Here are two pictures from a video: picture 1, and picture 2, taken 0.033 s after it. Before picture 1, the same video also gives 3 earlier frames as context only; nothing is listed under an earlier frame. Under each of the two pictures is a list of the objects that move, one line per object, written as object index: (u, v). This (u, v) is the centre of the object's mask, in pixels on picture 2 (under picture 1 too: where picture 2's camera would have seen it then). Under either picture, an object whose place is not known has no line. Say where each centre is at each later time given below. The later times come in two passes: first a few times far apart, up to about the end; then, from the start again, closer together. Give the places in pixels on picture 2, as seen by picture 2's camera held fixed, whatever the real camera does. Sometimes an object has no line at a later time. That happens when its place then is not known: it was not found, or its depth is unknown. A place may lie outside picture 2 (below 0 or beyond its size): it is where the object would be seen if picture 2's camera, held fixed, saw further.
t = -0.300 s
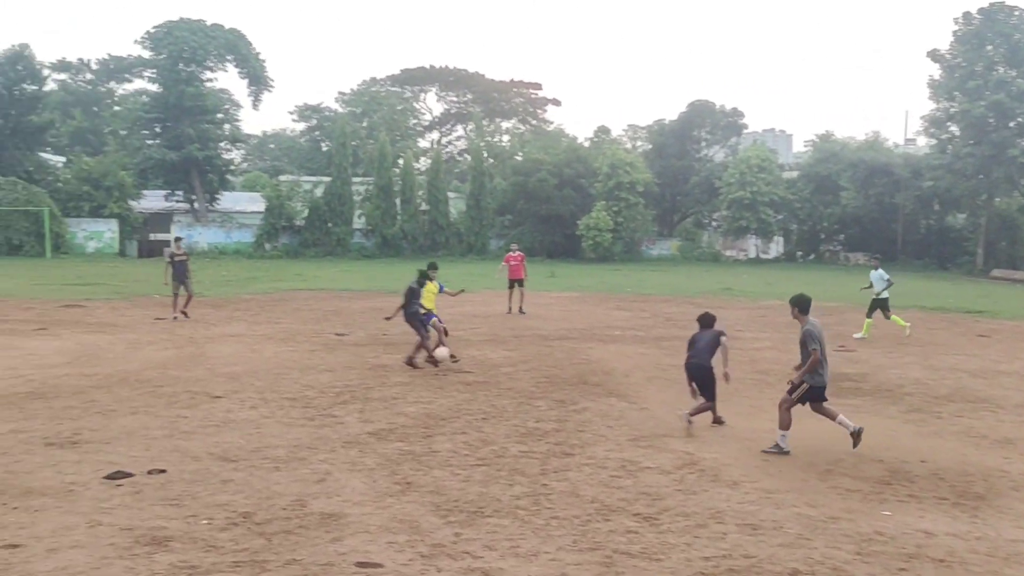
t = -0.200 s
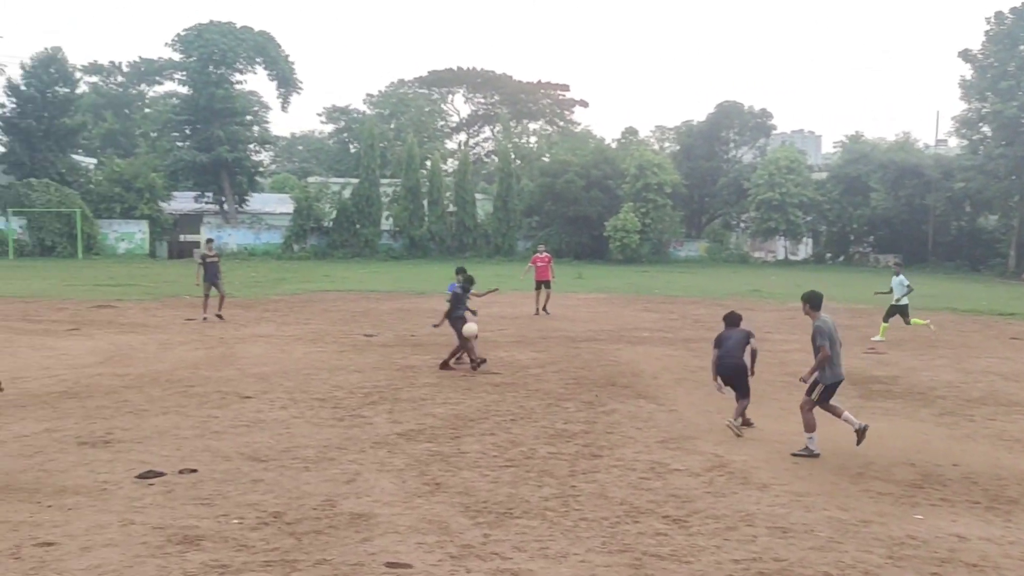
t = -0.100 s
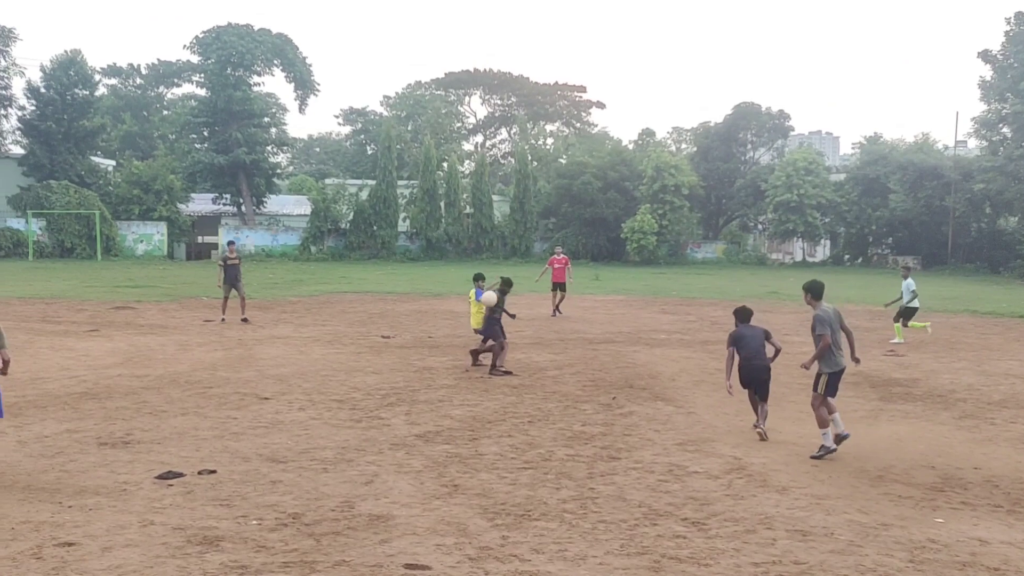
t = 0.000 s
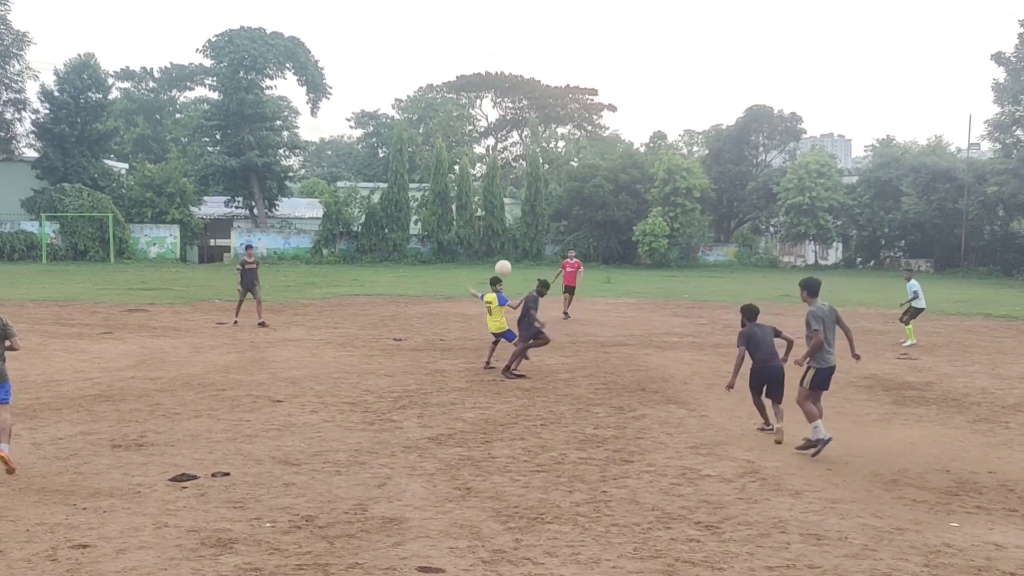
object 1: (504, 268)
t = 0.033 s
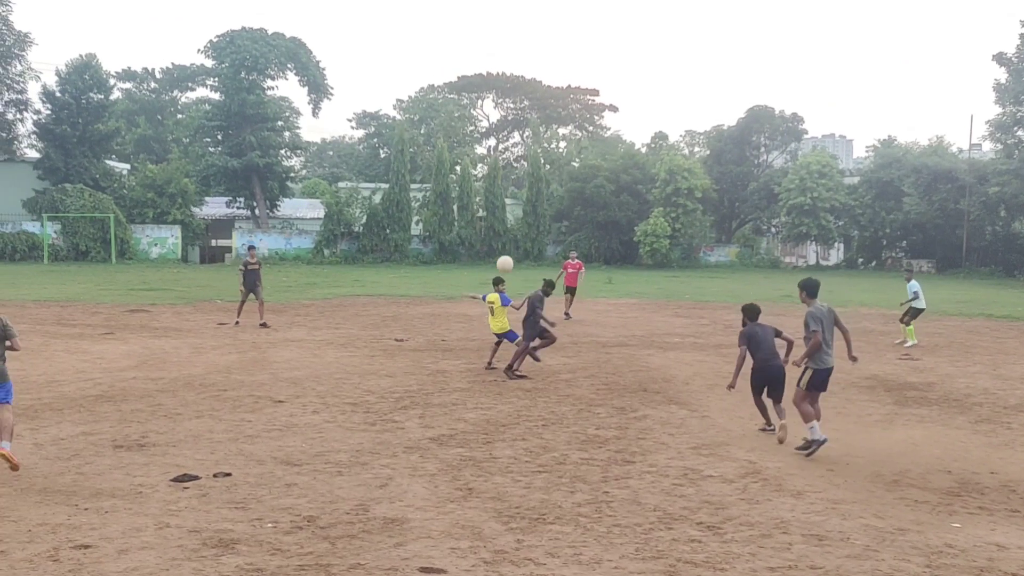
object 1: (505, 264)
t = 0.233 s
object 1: (512, 230)
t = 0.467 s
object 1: (518, 216)
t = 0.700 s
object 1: (523, 247)
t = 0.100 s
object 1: (508, 247)
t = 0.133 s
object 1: (509, 243)
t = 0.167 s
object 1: (510, 239)
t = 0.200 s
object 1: (511, 233)
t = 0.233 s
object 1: (512, 230)
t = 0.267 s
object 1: (513, 225)
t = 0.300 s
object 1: (514, 220)
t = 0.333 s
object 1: (514, 219)
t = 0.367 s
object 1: (515, 216)
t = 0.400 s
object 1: (516, 215)
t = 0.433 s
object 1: (517, 215)
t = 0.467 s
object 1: (518, 216)
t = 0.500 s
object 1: (519, 219)
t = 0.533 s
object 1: (519, 221)
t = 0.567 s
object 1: (520, 223)
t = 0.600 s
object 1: (521, 228)
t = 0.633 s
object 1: (521, 231)
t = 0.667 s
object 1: (522, 239)
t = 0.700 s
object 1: (523, 247)
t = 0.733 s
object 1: (524, 252)
